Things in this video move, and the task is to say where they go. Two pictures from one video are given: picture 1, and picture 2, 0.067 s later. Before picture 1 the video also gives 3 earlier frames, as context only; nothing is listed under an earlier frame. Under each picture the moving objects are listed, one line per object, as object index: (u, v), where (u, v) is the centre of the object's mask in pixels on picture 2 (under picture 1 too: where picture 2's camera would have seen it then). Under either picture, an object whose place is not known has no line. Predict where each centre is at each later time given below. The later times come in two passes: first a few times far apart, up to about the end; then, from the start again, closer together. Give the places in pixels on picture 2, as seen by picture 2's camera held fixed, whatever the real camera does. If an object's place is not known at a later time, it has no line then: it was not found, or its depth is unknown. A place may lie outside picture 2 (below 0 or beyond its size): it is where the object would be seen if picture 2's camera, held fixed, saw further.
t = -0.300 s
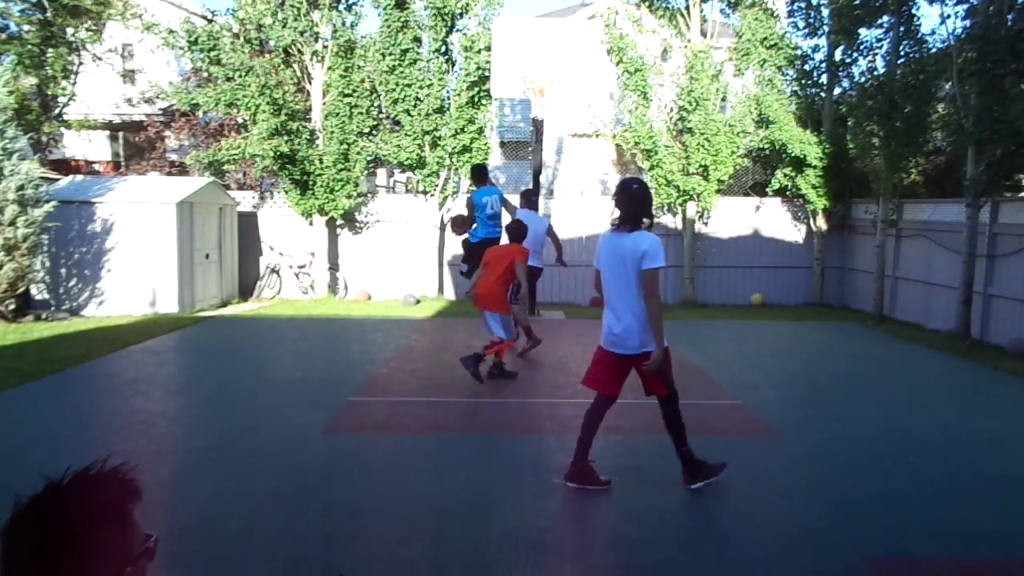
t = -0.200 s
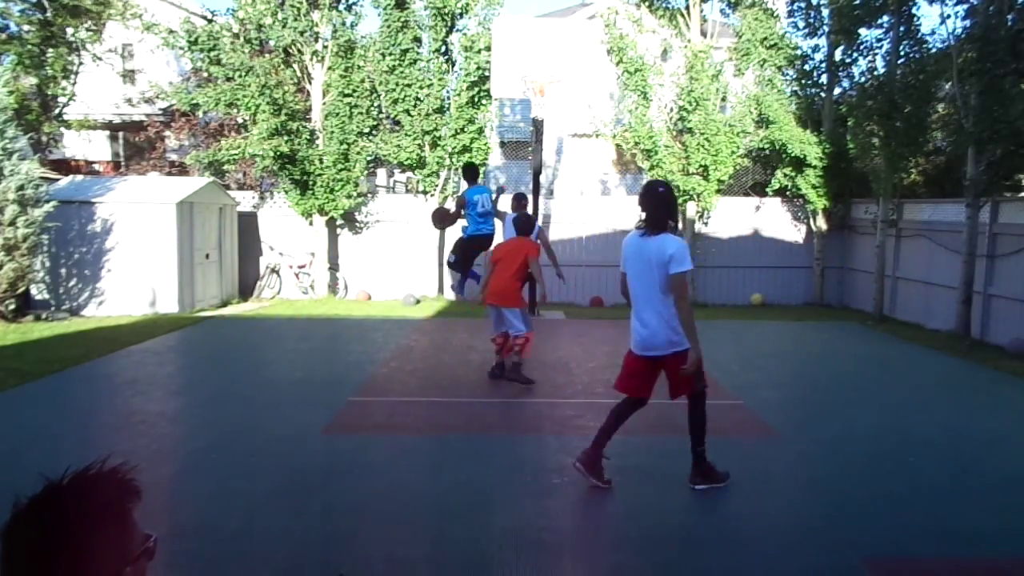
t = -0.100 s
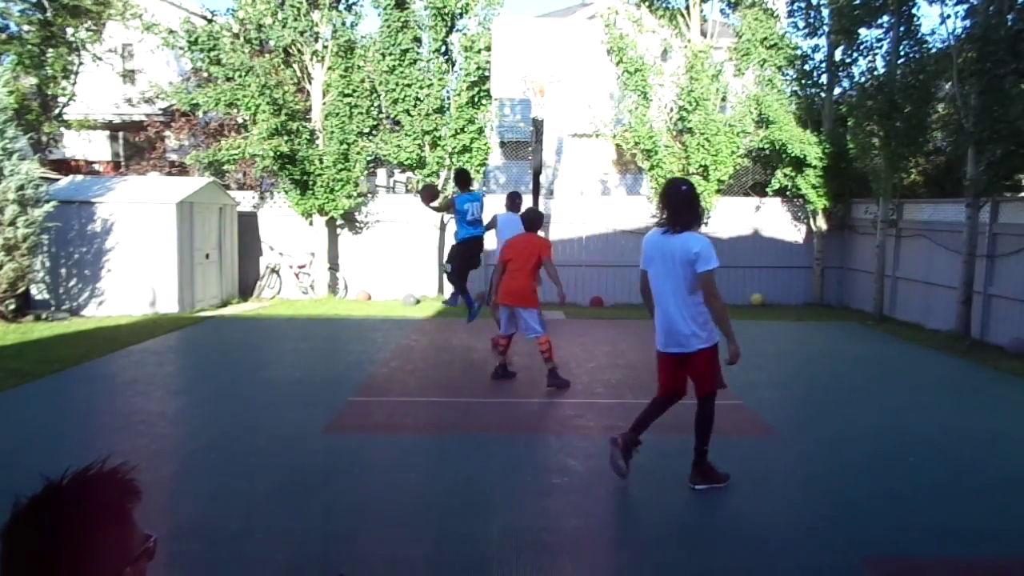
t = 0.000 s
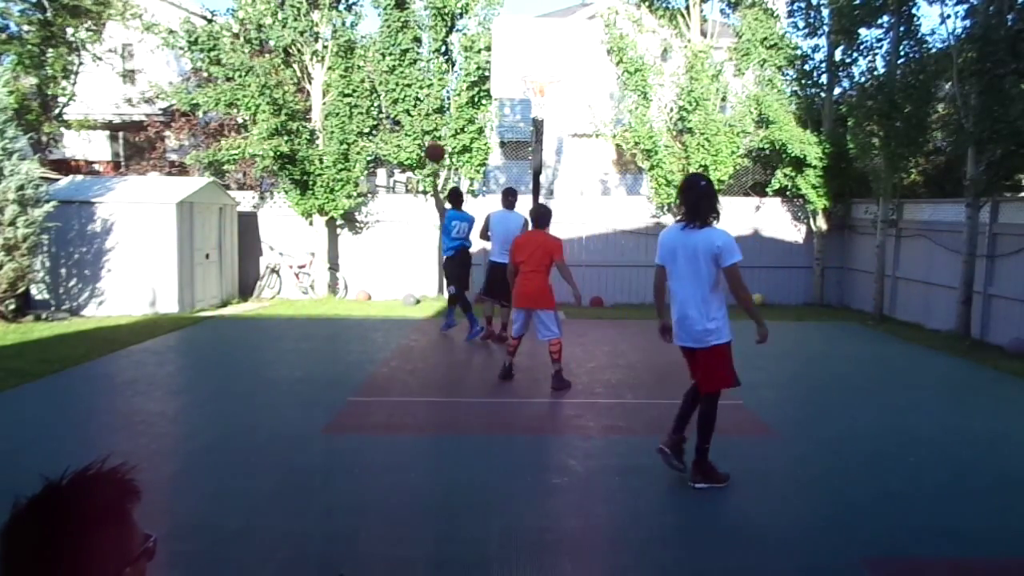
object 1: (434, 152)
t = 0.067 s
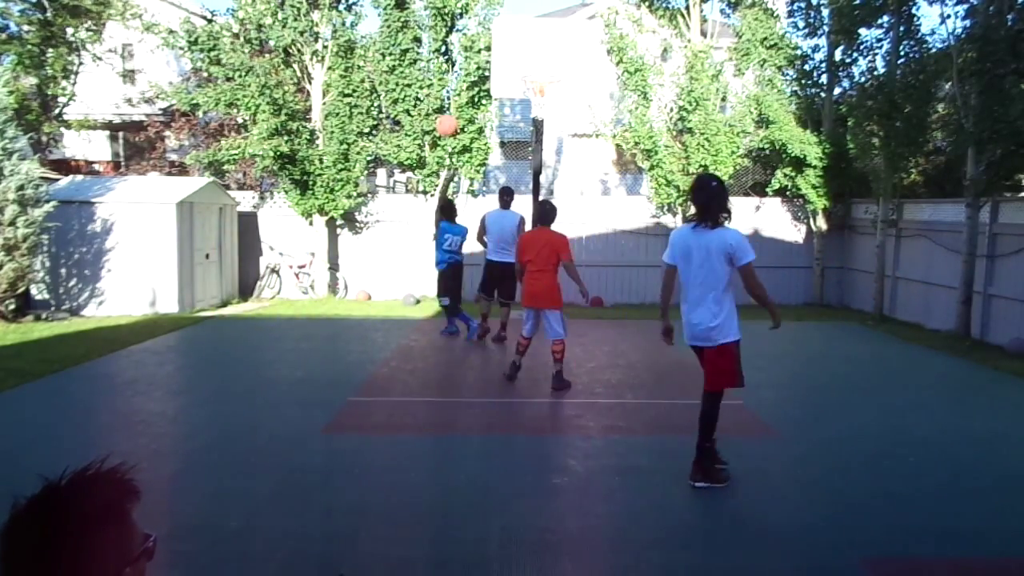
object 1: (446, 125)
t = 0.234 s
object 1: (477, 75)
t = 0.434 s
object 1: (511, 47)
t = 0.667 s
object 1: (549, 58)
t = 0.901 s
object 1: (572, 68)
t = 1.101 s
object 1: (585, 82)
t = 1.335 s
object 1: (601, 133)
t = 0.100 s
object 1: (451, 113)
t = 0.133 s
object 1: (458, 102)
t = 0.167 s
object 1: (465, 92)
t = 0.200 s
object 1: (470, 82)
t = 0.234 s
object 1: (477, 75)
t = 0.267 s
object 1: (482, 68)
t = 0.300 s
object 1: (488, 62)
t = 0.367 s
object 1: (500, 52)
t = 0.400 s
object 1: (506, 49)
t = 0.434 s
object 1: (511, 47)
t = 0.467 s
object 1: (517, 46)
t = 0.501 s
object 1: (523, 46)
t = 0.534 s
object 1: (528, 46)
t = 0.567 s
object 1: (534, 48)
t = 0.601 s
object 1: (539, 50)
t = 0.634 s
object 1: (544, 54)
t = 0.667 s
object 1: (549, 58)
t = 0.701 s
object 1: (555, 63)
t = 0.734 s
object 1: (560, 69)
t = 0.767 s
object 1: (563, 69)
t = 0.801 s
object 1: (566, 67)
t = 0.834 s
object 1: (568, 67)
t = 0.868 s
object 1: (570, 67)
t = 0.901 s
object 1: (572, 68)
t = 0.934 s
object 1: (574, 70)
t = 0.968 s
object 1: (577, 73)
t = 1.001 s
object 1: (579, 74)
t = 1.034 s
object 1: (581, 76)
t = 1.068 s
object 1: (583, 78)
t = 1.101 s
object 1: (585, 82)
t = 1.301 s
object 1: (598, 124)
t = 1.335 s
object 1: (601, 133)
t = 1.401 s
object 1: (605, 156)
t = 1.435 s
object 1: (607, 169)
